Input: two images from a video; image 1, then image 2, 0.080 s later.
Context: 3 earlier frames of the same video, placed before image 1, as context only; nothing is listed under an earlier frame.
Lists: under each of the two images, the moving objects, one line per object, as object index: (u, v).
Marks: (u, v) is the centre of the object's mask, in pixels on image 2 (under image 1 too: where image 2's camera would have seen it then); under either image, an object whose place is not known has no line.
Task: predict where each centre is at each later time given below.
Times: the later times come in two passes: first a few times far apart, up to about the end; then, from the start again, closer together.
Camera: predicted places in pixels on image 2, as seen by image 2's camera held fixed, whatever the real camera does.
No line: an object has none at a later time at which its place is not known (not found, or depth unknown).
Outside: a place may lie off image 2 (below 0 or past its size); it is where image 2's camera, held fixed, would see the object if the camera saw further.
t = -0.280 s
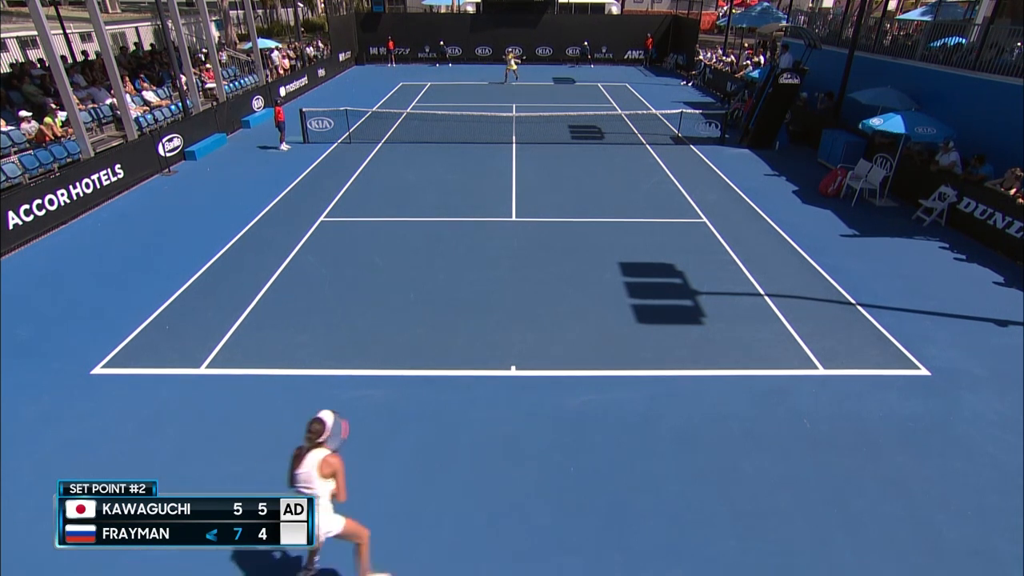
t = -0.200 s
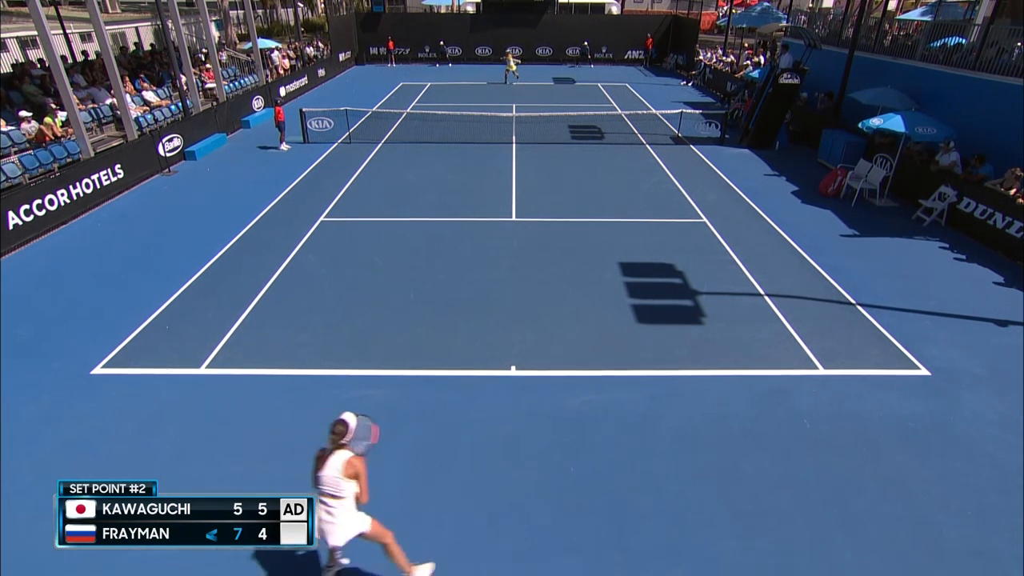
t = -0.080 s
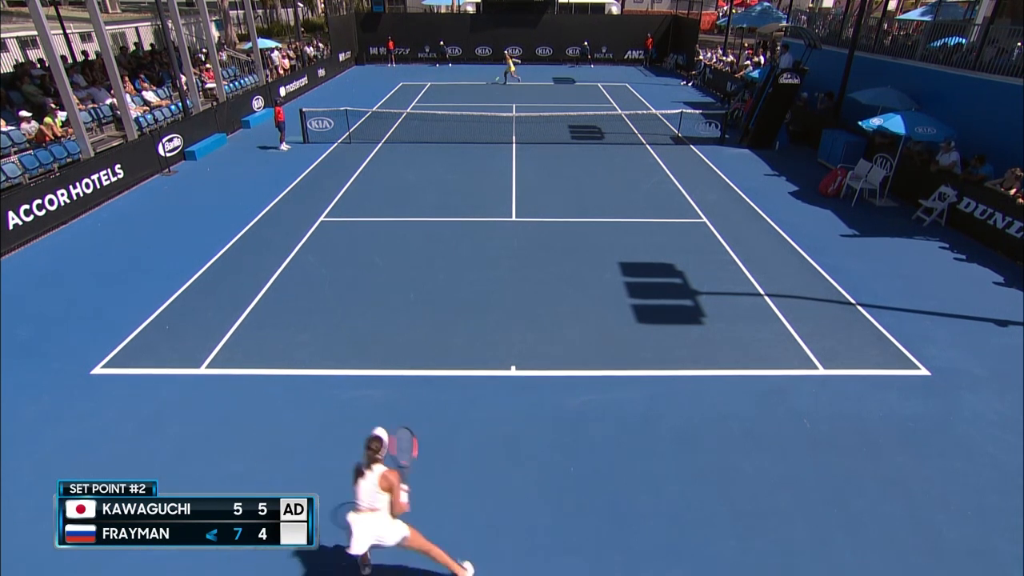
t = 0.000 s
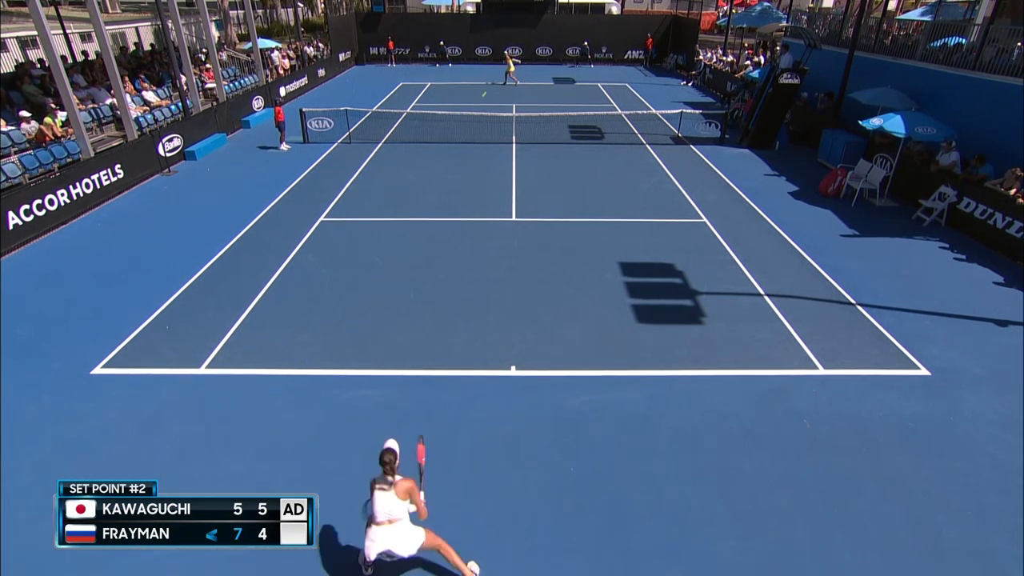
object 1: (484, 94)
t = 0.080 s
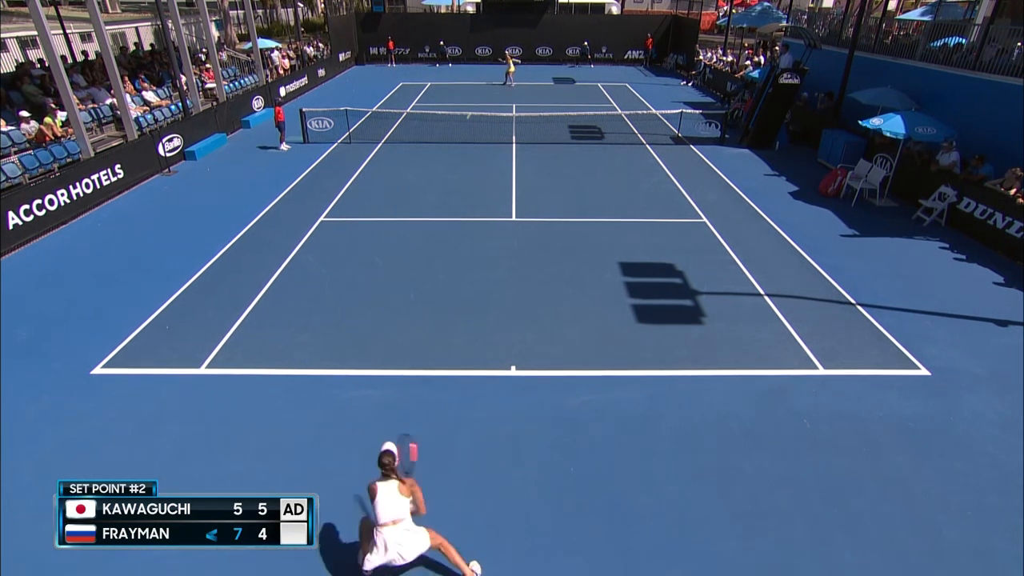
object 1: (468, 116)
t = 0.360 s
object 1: (396, 250)
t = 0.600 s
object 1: (300, 313)
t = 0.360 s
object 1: (396, 250)
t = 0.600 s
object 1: (300, 313)
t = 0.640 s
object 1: (278, 334)
